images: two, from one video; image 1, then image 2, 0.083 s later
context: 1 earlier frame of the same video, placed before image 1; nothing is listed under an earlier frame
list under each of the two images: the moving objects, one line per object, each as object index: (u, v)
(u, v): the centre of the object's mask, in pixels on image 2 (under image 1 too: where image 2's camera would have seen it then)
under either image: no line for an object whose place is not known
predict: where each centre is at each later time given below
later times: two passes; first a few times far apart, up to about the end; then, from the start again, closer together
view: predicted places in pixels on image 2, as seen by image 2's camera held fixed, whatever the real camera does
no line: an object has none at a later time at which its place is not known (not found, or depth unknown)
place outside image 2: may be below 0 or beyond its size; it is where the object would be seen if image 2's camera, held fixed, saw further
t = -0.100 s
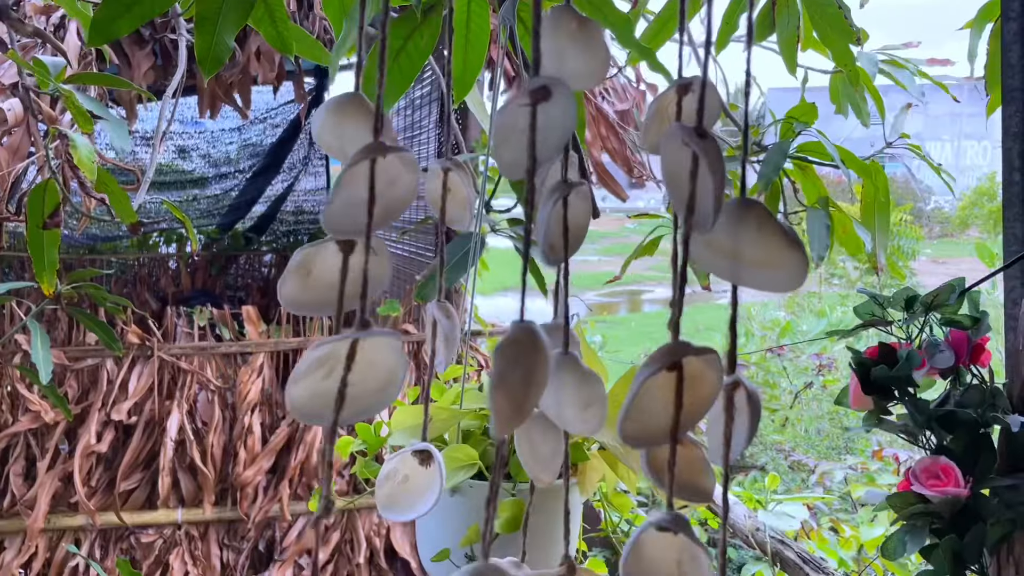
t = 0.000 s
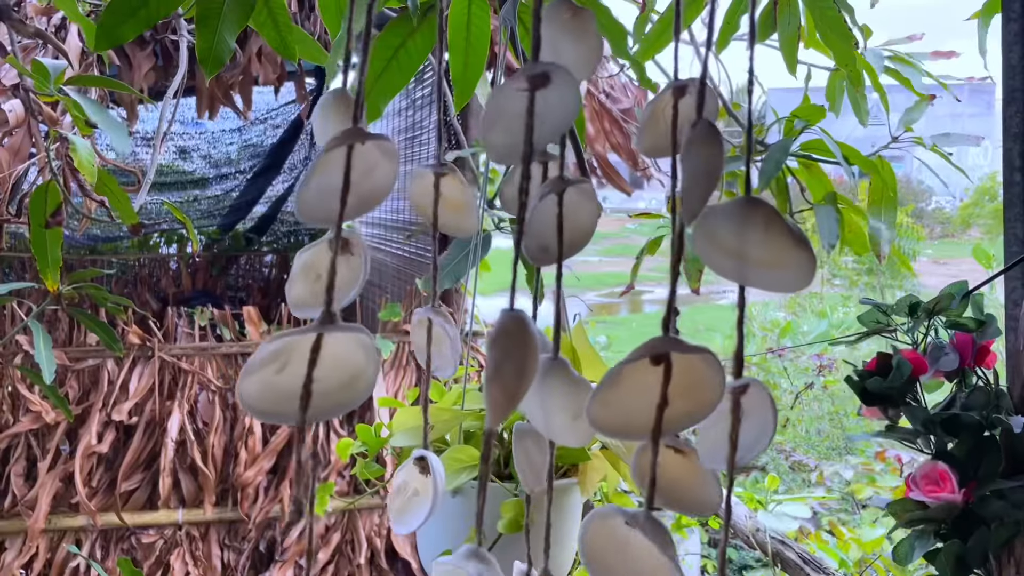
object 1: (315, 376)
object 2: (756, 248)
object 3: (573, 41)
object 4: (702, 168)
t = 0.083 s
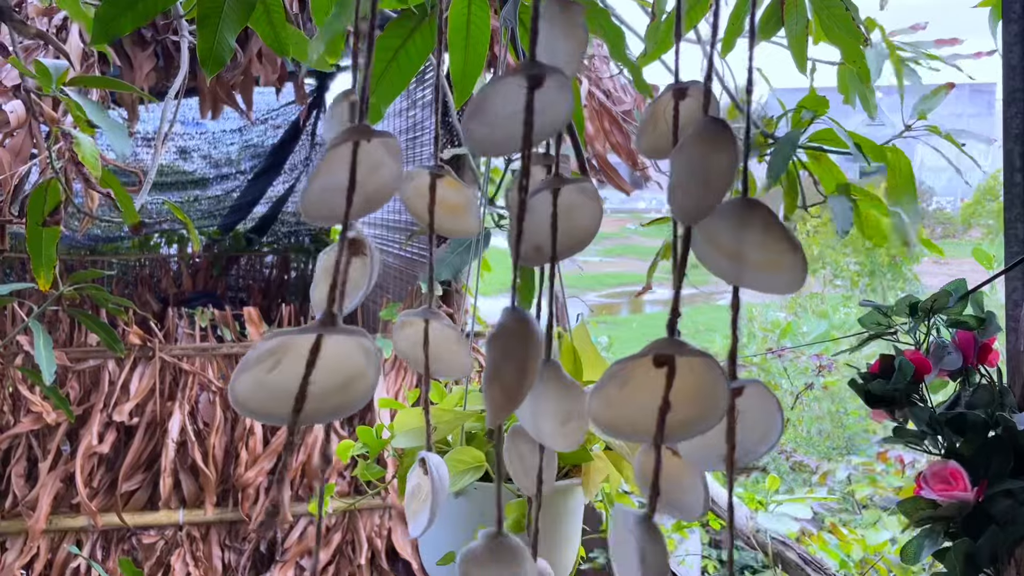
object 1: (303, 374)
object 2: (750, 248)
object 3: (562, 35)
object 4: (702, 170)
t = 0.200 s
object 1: (351, 386)
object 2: (757, 249)
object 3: (547, 41)
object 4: (710, 176)
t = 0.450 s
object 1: (486, 382)
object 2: (787, 243)
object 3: (563, 57)
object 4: (765, 184)
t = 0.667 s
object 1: (479, 365)
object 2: (794, 236)
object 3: (594, 62)
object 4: (751, 189)
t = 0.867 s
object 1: (403, 381)
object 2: (778, 233)
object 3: (598, 57)
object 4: (721, 191)
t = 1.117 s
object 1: (366, 383)
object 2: (766, 246)
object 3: (592, 53)
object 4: (690, 178)
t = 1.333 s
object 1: (403, 379)
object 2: (752, 250)
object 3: (564, 45)
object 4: (687, 172)
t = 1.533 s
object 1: (421, 372)
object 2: (758, 251)
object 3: (547, 48)
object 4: (690, 172)
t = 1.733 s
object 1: (401, 381)
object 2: (780, 242)
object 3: (565, 56)
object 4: (692, 182)
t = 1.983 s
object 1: (409, 387)
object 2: (786, 239)
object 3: (583, 64)
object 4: (681, 190)
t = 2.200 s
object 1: (441, 377)
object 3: (608, 61)
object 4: (677, 191)
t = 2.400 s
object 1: (434, 368)
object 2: (747, 243)
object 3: (604, 62)
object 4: (671, 186)
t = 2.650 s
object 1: (354, 372)
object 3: (575, 50)
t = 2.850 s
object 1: (331, 377)
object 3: (556, 49)
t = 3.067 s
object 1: (410, 376)
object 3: (558, 57)
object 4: (655, 182)
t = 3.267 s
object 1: (453, 365)
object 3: (592, 62)
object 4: (692, 189)
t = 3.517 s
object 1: (422, 371)
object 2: (773, 243)
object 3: (603, 65)
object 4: (710, 192)
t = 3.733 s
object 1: (380, 377)
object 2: (755, 247)
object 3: (596, 66)
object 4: (672, 193)
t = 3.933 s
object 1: (387, 376)
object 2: (745, 252)
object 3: (561, 61)
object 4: (660, 190)
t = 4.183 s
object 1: (410, 371)
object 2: (750, 251)
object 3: (548, 55)
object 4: (673, 183)
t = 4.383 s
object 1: (394, 377)
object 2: (771, 251)
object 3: (558, 58)
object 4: (707, 181)
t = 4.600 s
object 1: (392, 388)
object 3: (590, 64)
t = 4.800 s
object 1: (437, 392)
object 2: (791, 238)
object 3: (604, 65)
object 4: (731, 186)
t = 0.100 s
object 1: (307, 376)
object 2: (750, 249)
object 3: (560, 36)
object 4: (704, 170)
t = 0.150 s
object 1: (333, 382)
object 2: (751, 249)
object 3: (556, 39)
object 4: (707, 172)
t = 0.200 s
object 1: (351, 386)
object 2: (757, 249)
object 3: (547, 41)
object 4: (710, 176)
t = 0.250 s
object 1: (381, 390)
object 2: (763, 246)
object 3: (542, 42)
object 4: (718, 178)
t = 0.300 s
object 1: (408, 396)
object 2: (768, 244)
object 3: (545, 46)
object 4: (727, 180)
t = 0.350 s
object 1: (444, 396)
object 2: (775, 244)
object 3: (547, 54)
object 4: (742, 182)
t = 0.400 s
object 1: (469, 390)
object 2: (782, 243)
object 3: (557, 56)
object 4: (755, 183)
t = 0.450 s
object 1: (486, 382)
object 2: (787, 243)
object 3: (563, 57)
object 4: (765, 184)
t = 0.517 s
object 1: (499, 371)
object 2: (781, 242)
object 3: (571, 58)
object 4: (768, 184)
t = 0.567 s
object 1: (499, 364)
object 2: (787, 240)
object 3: (574, 60)
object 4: (764, 185)
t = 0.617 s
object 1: (492, 363)
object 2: (790, 238)
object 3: (590, 62)
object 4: (758, 186)
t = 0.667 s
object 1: (479, 365)
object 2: (794, 236)
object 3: (594, 62)
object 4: (751, 189)
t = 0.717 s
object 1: (463, 372)
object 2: (794, 234)
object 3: (597, 63)
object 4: (743, 190)
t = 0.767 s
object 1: (444, 377)
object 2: (792, 234)
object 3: (601, 56)
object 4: (738, 191)
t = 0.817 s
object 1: (423, 380)
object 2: (784, 233)
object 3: (597, 63)
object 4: (732, 192)
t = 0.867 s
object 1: (403, 381)
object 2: (778, 233)
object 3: (598, 57)
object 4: (721, 191)
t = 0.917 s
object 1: (385, 384)
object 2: (775, 237)
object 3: (597, 58)
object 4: (712, 191)
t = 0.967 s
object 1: (372, 383)
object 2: (771, 238)
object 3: (594, 52)
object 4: (707, 187)
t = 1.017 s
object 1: (366, 383)
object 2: (769, 242)
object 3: (595, 54)
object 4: (700, 185)
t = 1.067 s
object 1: (365, 384)
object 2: (768, 245)
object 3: (596, 53)
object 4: (693, 181)
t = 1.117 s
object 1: (366, 383)
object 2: (766, 246)
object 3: (592, 53)
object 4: (690, 178)
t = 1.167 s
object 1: (374, 382)
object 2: (765, 247)
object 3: (588, 52)
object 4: (692, 177)
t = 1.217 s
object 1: (384, 381)
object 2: (759, 249)
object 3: (582, 52)
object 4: (693, 177)
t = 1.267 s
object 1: (395, 382)
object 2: (756, 250)
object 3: (576, 51)
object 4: (693, 176)
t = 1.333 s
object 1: (403, 379)
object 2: (752, 250)
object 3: (564, 45)
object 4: (687, 172)
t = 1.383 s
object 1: (410, 380)
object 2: (753, 253)
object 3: (555, 42)
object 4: (688, 174)
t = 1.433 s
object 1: (420, 374)
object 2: (753, 253)
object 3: (551, 41)
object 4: (689, 172)
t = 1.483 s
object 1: (423, 372)
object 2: (754, 253)
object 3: (547, 48)
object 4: (690, 172)
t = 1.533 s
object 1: (421, 372)
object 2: (758, 251)
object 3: (547, 48)
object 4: (690, 172)
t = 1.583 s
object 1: (415, 372)
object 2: (763, 248)
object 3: (553, 50)
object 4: (689, 174)
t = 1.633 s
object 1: (409, 375)
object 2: (768, 246)
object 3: (557, 51)
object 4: (689, 176)
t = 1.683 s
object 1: (402, 376)
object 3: (561, 54)
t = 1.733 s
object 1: (401, 381)
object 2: (780, 242)
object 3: (565, 56)
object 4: (692, 182)
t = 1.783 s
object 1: (396, 383)
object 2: (784, 241)
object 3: (569, 59)
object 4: (692, 186)
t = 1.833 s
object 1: (394, 385)
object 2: (786, 240)
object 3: (574, 62)
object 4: (690, 189)
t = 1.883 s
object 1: (395, 386)
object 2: (786, 239)
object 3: (579, 60)
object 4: (687, 189)
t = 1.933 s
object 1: (401, 385)
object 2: (786, 239)
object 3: (578, 61)
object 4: (683, 190)
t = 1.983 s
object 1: (409, 387)
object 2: (786, 239)
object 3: (583, 64)
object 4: (681, 190)
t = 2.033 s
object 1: (419, 384)
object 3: (589, 63)
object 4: (681, 190)
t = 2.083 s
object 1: (430, 382)
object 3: (595, 61)
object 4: (680, 190)
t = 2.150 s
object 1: (442, 379)
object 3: (603, 63)
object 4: (678, 191)
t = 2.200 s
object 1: (441, 377)
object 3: (608, 61)
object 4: (677, 191)
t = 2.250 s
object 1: (444, 376)
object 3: (611, 64)
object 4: (675, 190)
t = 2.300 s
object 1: (442, 373)
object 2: (763, 242)
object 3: (610, 63)
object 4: (674, 190)
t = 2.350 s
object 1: (442, 370)
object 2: (755, 243)
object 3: (609, 62)
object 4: (673, 188)
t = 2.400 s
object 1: (434, 368)
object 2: (747, 243)
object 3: (604, 62)
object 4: (671, 186)
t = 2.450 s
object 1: (422, 368)
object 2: (742, 242)
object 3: (597, 60)
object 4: (678, 183)
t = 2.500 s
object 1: (406, 369)
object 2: (739, 242)
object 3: (595, 56)
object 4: (674, 178)
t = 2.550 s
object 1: (389, 370)
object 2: (741, 243)
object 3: (588, 53)
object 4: (672, 174)
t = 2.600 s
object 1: (371, 371)
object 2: (742, 244)
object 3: (575, 56)
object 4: (666, 171)
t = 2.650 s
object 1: (354, 372)
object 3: (575, 50)
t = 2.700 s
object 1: (339, 373)
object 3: (564, 53)
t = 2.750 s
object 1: (330, 375)
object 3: (560, 49)
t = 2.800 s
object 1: (328, 375)
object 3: (561, 49)
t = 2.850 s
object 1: (331, 377)
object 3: (556, 49)
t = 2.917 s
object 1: (349, 378)
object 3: (547, 50)
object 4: (648, 177)
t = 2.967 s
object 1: (369, 379)
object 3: (549, 52)
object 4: (648, 179)
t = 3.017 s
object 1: (390, 377)
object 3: (552, 54)
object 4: (650, 180)
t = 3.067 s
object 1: (410, 376)
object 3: (558, 57)
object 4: (655, 182)
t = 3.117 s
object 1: (426, 375)
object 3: (568, 57)
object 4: (668, 184)
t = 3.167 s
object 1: (438, 372)
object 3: (577, 60)
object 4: (675, 186)
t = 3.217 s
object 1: (448, 369)
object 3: (585, 61)
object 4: (684, 187)
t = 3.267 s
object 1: (453, 365)
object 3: (592, 62)
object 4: (692, 189)
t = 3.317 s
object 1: (449, 363)
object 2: (790, 243)
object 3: (596, 64)
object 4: (698, 190)
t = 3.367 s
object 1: (447, 362)
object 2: (788, 243)
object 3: (599, 64)
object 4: (704, 192)
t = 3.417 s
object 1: (438, 361)
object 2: (785, 242)
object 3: (600, 64)
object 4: (710, 192)
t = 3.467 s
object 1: (434, 367)
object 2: (779, 243)
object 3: (602, 65)
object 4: (712, 192)
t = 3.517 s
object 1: (422, 371)
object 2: (773, 243)
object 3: (603, 65)
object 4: (710, 192)
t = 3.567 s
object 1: (410, 374)
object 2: (767, 243)
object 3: (604, 65)
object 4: (705, 194)
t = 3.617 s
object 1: (399, 375)
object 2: (762, 245)
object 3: (605, 65)
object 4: (694, 194)
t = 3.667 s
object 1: (389, 376)
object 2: (758, 245)
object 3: (603, 66)
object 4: (683, 193)
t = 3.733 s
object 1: (380, 377)
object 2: (755, 247)
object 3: (596, 66)
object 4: (672, 193)
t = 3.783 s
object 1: (378, 378)
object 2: (753, 249)
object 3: (588, 64)
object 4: (668, 193)
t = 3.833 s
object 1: (378, 378)
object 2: (751, 251)
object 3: (579, 63)
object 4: (665, 191)
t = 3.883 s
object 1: (381, 378)
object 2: (747, 252)
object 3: (568, 63)
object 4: (663, 193)
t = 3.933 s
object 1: (387, 376)
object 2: (745, 252)
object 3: (561, 61)
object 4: (660, 190)
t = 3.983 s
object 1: (394, 375)
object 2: (743, 253)
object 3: (556, 59)
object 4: (659, 188)
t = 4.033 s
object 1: (400, 373)
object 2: (742, 253)
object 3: (553, 57)
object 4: (661, 187)
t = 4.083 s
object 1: (405, 371)
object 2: (743, 253)
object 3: (550, 56)
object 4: (666, 186)
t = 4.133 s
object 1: (409, 370)
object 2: (747, 253)
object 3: (549, 55)
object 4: (665, 183)
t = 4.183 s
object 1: (410, 371)
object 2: (750, 251)
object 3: (548, 55)
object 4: (673, 183)
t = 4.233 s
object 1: (408, 371)
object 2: (755, 251)
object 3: (549, 55)
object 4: (681, 181)
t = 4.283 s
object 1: (405, 372)
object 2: (760, 251)
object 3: (550, 56)
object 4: (690, 181)
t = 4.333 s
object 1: (400, 374)
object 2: (764, 251)
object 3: (554, 58)
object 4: (698, 180)
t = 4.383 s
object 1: (394, 377)
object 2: (771, 251)
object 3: (558, 58)
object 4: (707, 181)
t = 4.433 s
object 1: (390, 380)
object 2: (778, 250)
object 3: (565, 61)
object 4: (715, 182)
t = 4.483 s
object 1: (388, 383)
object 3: (572, 62)
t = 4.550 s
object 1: (388, 385)
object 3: (583, 63)
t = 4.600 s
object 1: (392, 388)
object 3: (590, 64)
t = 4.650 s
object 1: (401, 390)
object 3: (597, 64)
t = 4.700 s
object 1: (412, 390)
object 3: (600, 64)
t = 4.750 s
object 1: (425, 392)
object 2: (792, 239)
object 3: (602, 65)
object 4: (731, 185)
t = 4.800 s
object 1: (437, 392)
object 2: (791, 238)
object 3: (604, 65)
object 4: (731, 186)
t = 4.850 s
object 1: (449, 389)
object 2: (790, 237)
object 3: (604, 65)
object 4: (730, 187)
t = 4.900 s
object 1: (457, 386)
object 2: (788, 237)
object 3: (604, 65)
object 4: (730, 188)
